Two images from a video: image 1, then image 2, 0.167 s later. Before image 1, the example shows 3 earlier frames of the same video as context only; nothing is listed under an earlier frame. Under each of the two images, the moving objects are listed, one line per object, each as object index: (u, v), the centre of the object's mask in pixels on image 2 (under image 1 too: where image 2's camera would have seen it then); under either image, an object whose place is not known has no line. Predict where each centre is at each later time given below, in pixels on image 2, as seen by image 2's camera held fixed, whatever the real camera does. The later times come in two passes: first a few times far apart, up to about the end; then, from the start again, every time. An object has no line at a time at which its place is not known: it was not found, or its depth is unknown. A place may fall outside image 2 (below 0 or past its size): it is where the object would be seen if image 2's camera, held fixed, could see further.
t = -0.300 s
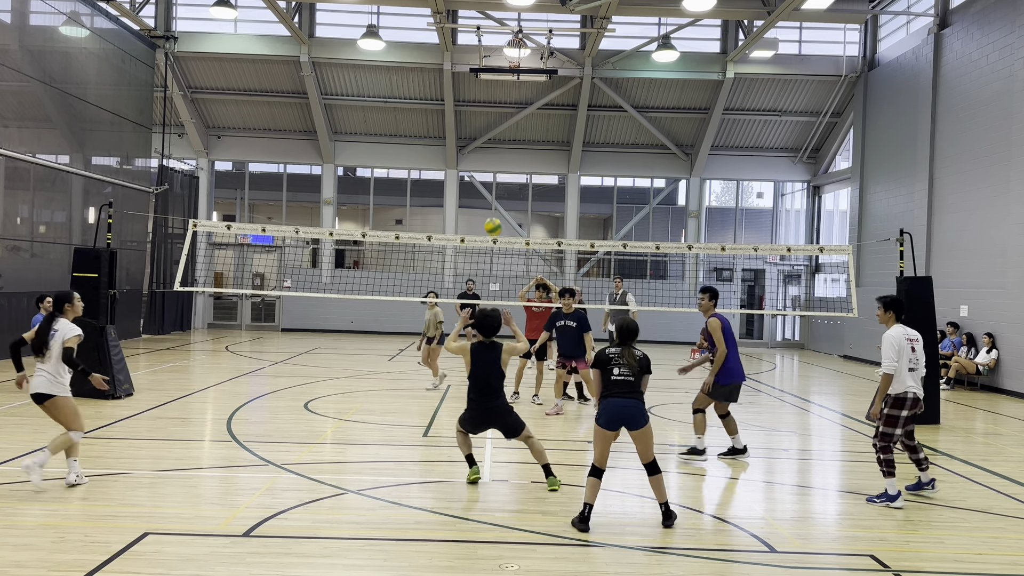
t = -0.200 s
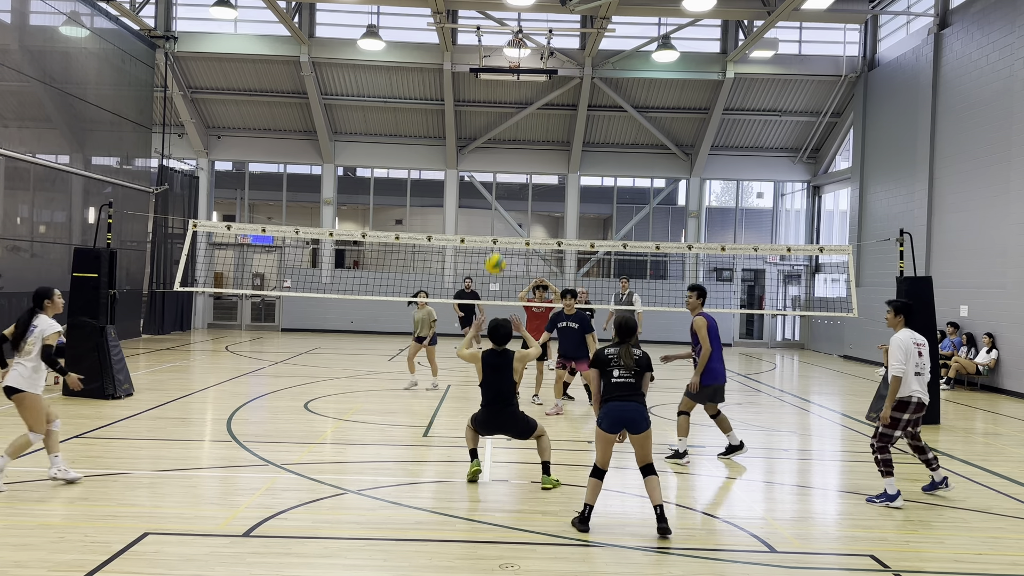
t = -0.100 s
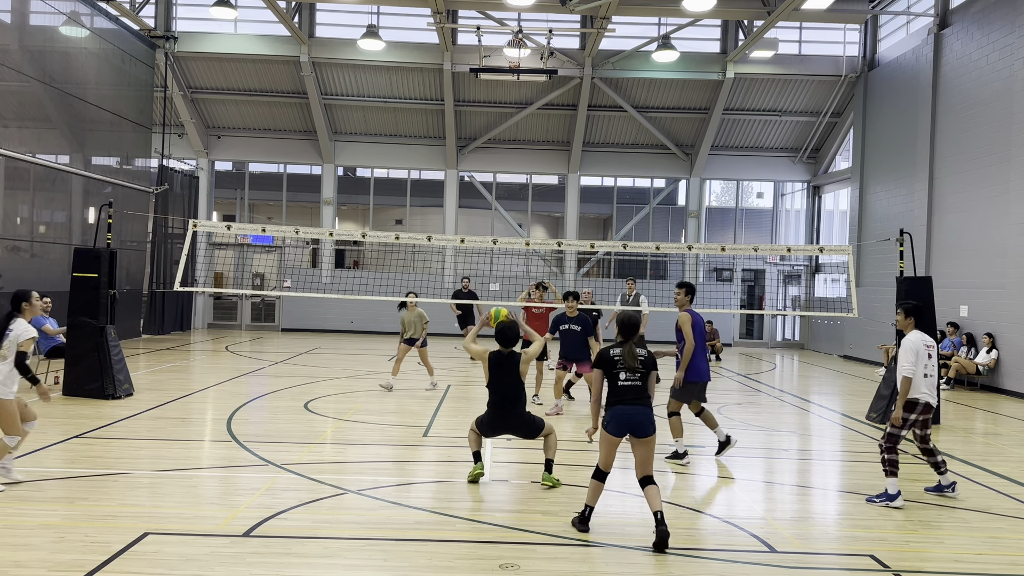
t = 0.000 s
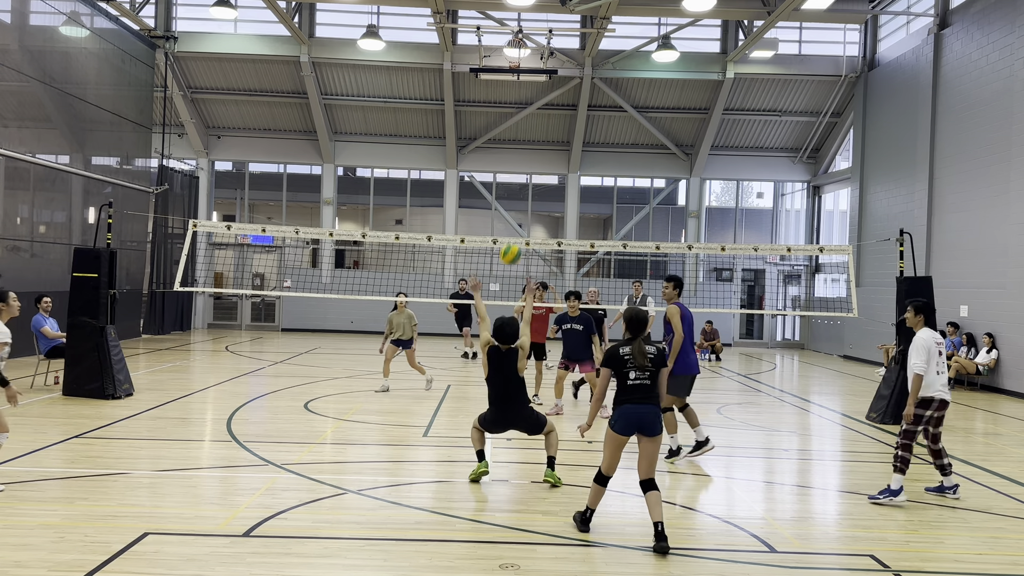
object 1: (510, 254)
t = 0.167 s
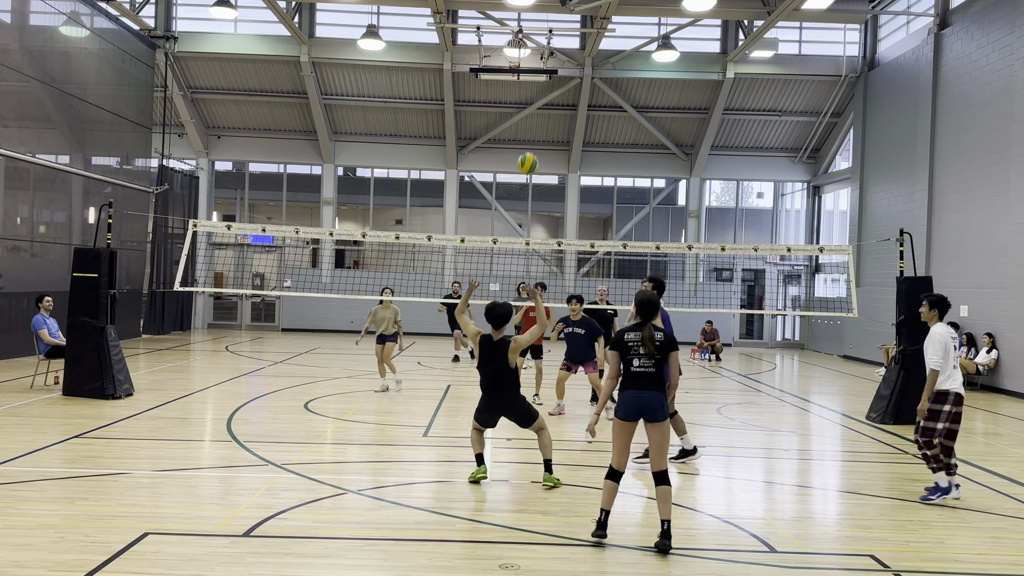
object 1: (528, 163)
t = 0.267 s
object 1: (536, 127)
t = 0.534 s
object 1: (556, 88)
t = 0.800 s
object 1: (569, 113)
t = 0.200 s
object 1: (531, 150)
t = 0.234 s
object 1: (534, 138)
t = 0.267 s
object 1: (536, 127)
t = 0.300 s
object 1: (539, 119)
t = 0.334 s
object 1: (542, 111)
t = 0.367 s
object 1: (545, 104)
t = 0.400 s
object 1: (547, 99)
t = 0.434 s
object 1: (550, 94)
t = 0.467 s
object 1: (552, 91)
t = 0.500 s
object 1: (554, 89)
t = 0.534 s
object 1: (556, 88)
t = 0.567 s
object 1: (558, 88)
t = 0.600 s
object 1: (560, 89)
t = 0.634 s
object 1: (561, 90)
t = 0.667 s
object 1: (563, 93)
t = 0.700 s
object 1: (565, 97)
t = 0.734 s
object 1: (566, 101)
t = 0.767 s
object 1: (568, 107)
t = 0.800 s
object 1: (569, 113)
